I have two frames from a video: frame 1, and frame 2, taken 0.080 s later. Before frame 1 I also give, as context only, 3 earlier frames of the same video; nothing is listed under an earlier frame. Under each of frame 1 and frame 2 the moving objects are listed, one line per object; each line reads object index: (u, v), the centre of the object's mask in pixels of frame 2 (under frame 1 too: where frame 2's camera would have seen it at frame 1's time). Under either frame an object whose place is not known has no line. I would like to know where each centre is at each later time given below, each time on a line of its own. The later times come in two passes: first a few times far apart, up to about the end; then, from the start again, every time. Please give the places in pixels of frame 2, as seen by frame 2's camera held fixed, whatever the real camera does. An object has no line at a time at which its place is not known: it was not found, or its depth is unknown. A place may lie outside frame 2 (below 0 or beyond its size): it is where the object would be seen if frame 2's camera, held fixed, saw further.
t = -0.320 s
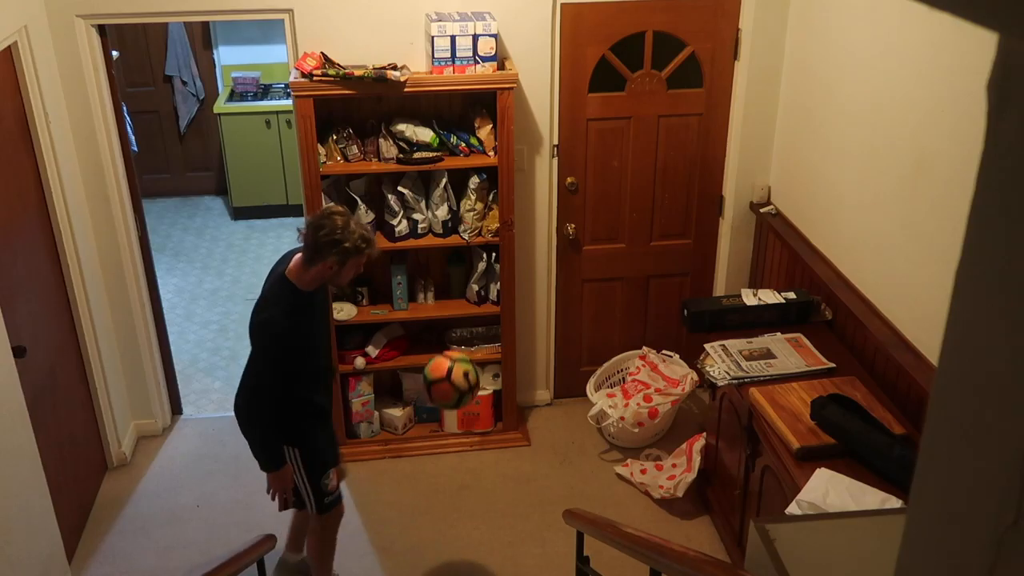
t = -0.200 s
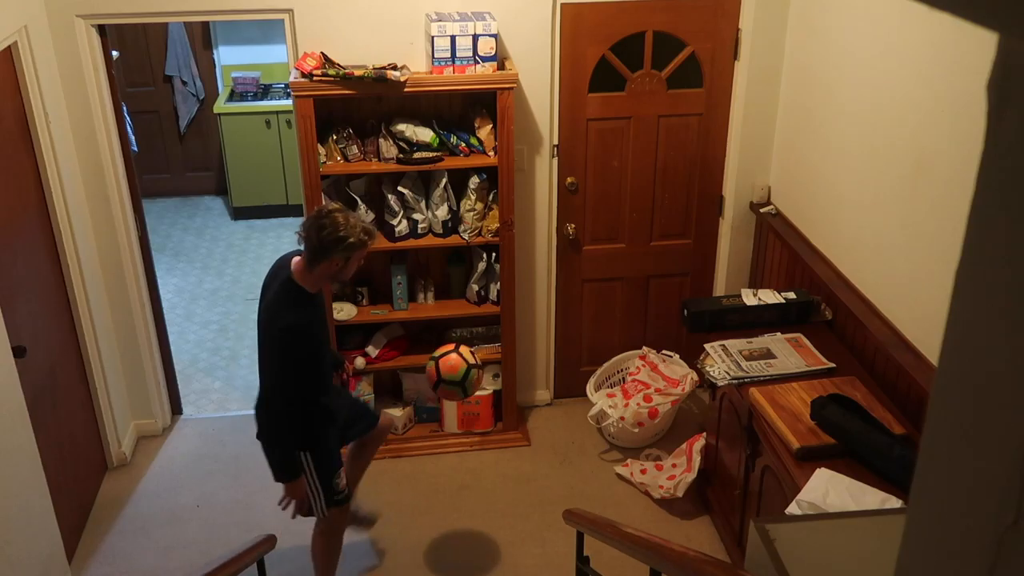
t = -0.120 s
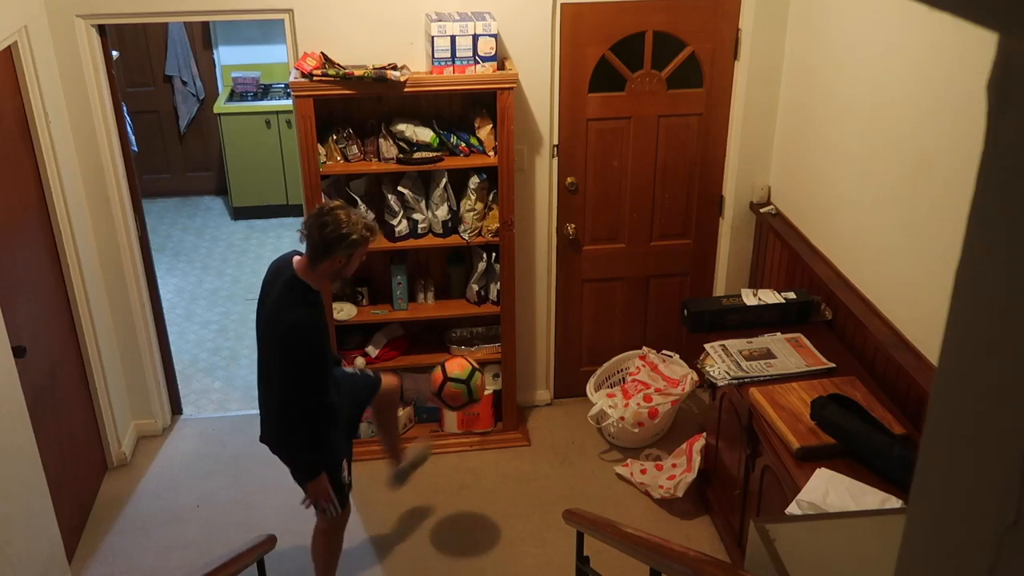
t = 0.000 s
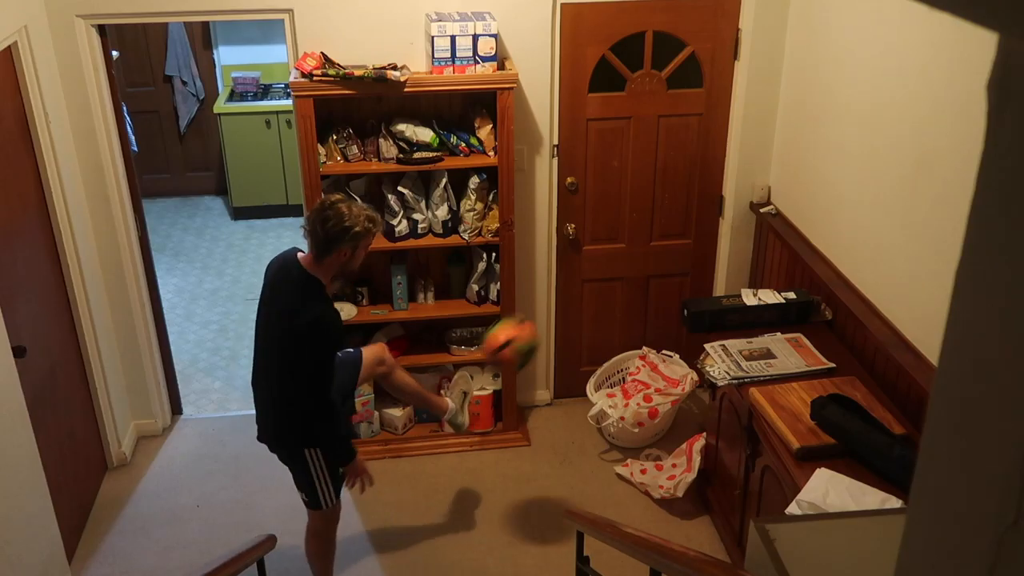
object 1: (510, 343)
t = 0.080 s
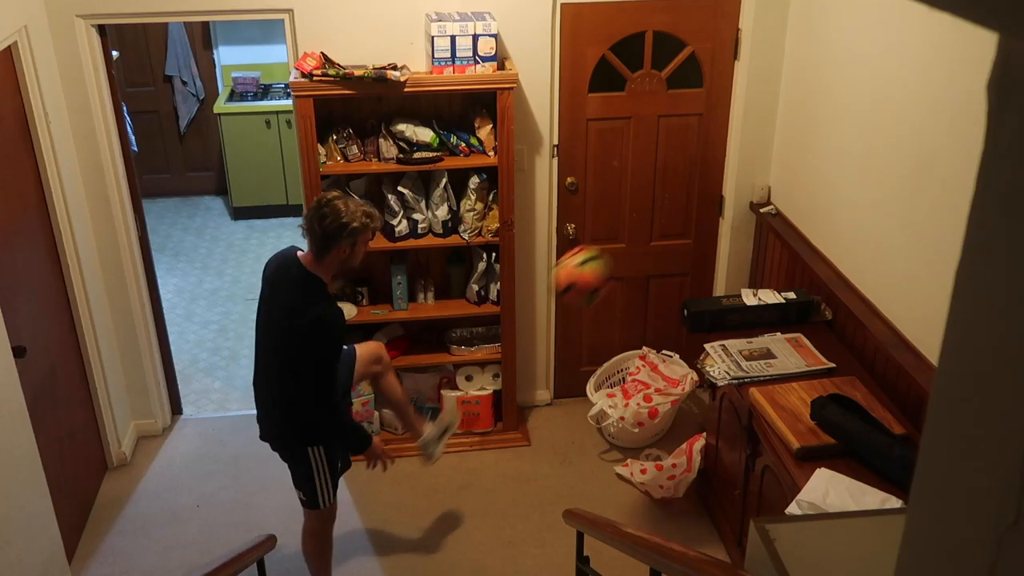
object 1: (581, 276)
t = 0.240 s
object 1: (736, 174)
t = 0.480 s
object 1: (793, 121)
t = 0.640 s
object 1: (661, 161)
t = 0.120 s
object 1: (620, 243)
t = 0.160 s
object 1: (657, 218)
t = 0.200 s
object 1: (696, 195)
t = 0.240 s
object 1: (736, 174)
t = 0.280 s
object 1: (779, 156)
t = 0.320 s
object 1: (819, 142)
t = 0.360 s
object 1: (861, 132)
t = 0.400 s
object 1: (857, 124)
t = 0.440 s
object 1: (826, 121)
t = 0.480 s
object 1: (793, 121)
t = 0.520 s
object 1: (760, 125)
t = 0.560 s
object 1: (726, 134)
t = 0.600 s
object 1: (693, 144)
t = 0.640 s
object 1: (661, 161)
